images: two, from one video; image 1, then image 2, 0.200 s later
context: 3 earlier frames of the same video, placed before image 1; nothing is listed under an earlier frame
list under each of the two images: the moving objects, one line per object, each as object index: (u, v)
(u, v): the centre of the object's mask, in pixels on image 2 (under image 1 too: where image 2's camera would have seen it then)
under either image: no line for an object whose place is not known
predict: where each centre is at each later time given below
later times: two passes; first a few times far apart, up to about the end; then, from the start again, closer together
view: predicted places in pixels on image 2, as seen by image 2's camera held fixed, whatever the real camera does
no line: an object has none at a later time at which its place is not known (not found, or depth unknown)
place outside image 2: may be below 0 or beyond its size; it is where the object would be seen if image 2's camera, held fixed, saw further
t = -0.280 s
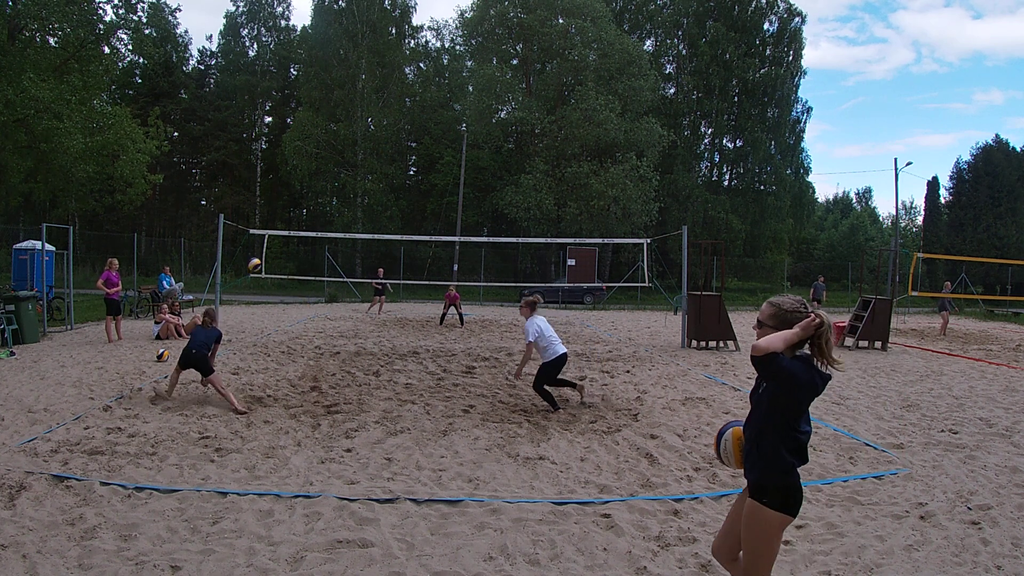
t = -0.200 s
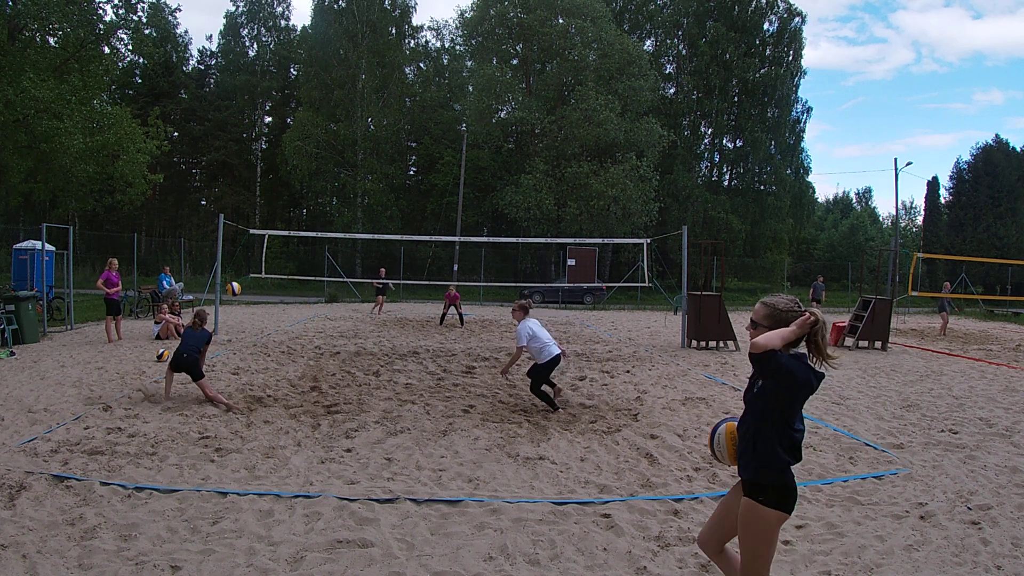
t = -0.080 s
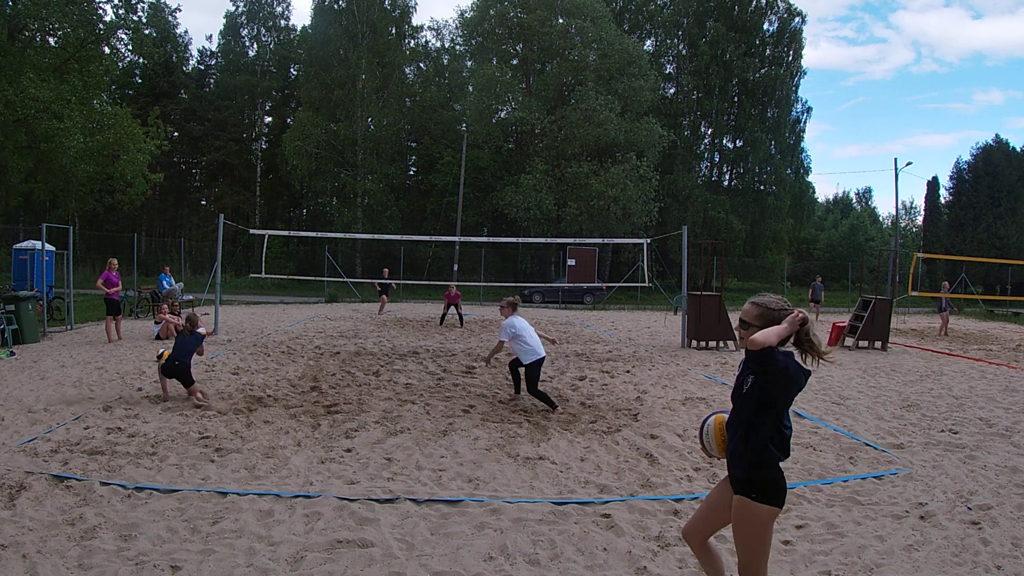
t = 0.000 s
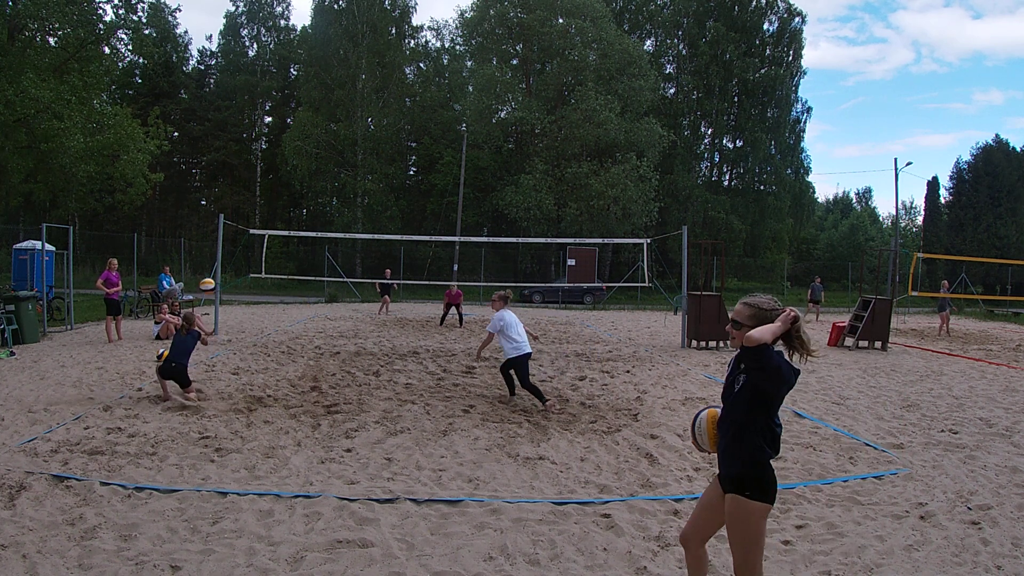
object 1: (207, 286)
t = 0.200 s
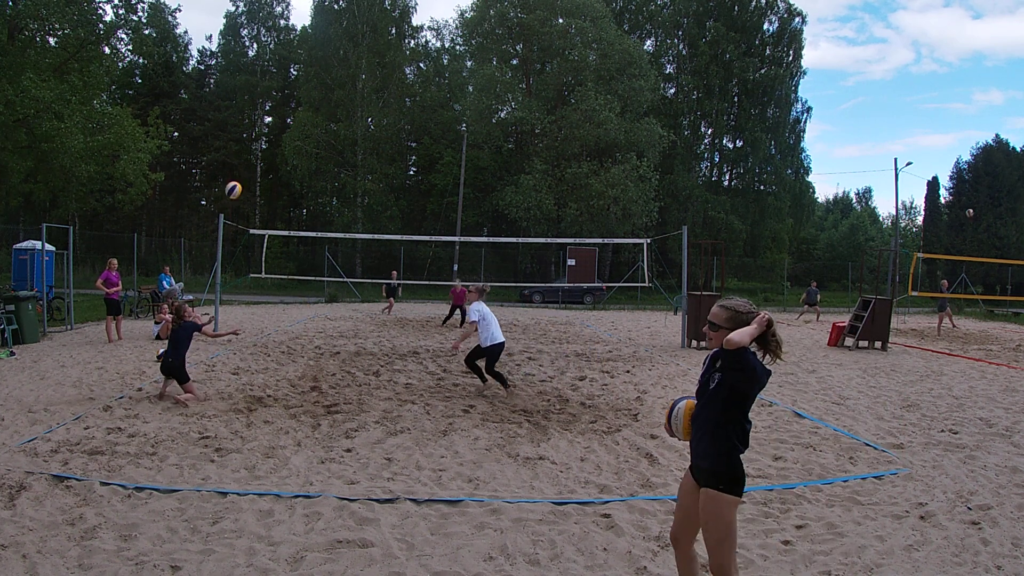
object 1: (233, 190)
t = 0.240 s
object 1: (239, 174)
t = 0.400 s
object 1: (258, 125)
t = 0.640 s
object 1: (285, 88)
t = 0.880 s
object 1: (309, 95)
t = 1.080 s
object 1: (327, 136)
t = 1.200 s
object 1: (337, 179)
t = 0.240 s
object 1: (239, 174)
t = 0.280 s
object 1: (243, 160)
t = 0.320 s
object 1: (248, 147)
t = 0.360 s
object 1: (254, 136)
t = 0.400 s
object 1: (258, 125)
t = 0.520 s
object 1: (272, 101)
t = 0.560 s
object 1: (277, 95)
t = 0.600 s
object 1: (281, 91)
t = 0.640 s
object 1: (285, 88)
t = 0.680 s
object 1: (290, 85)
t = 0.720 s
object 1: (294, 85)
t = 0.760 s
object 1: (298, 86)
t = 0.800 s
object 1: (302, 87)
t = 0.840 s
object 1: (306, 90)
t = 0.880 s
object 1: (309, 95)
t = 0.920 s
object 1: (313, 100)
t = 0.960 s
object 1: (317, 107)
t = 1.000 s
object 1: (320, 116)
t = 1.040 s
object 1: (324, 126)
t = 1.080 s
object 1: (327, 136)
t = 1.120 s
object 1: (330, 150)
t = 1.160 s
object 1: (334, 163)
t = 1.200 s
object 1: (337, 179)
